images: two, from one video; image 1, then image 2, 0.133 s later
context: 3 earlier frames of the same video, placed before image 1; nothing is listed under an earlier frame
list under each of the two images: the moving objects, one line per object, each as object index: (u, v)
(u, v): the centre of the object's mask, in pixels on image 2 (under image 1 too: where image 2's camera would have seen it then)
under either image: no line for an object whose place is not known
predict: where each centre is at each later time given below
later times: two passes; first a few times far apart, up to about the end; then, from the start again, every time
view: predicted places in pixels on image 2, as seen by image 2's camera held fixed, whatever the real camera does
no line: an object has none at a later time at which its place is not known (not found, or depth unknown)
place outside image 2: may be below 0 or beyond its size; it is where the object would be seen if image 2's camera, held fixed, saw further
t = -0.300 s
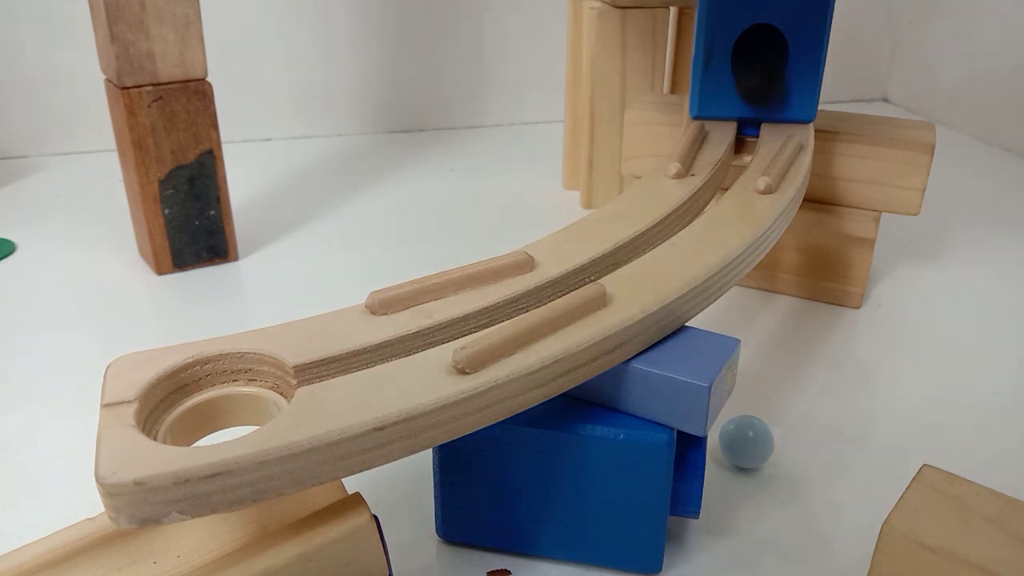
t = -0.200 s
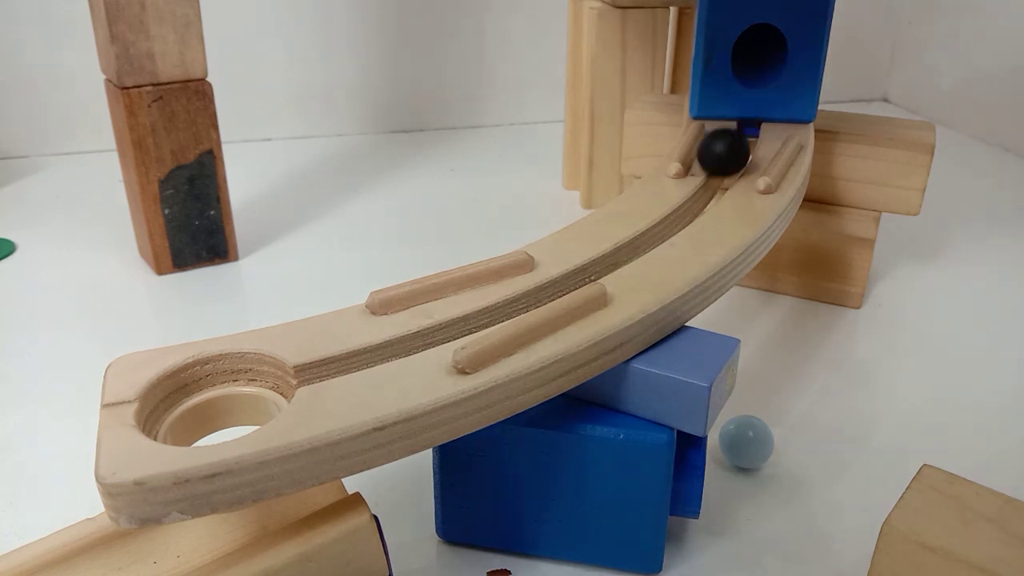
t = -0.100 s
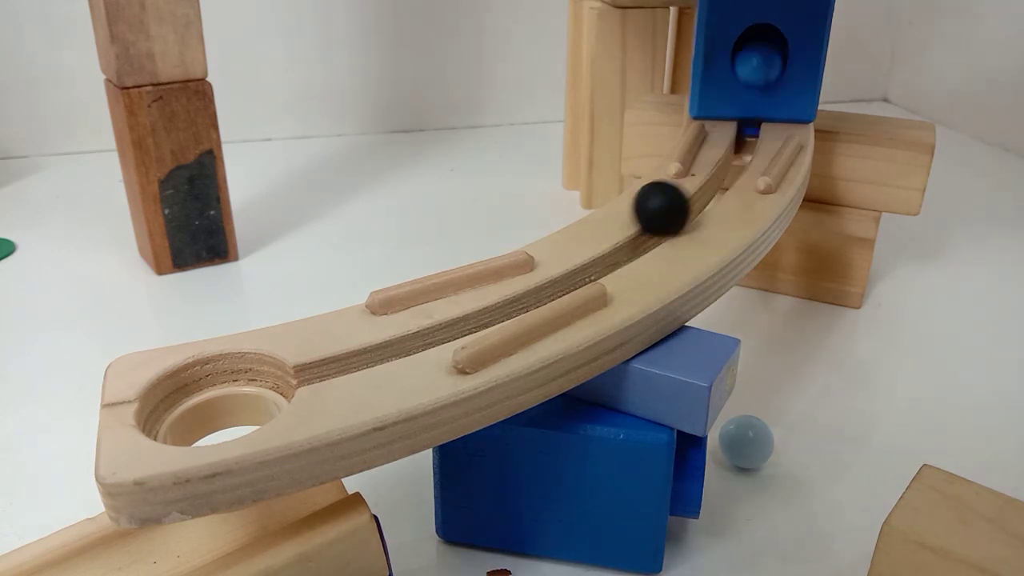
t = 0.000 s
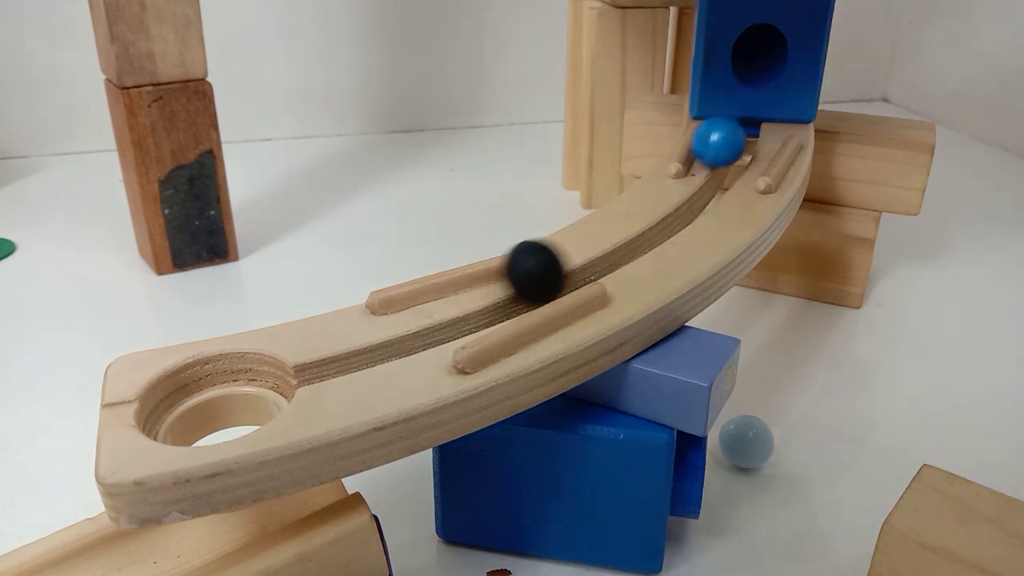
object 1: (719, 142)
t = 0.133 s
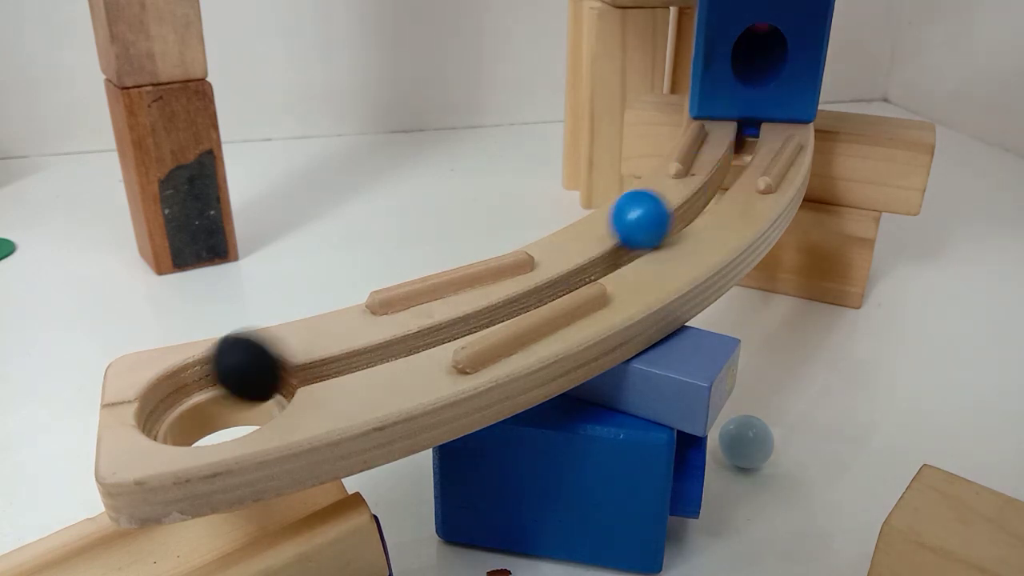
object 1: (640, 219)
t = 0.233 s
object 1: (507, 282)
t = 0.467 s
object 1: (229, 421)
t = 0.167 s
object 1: (603, 238)
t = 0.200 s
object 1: (559, 260)
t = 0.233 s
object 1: (507, 282)
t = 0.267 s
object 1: (446, 304)
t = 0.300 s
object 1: (377, 325)
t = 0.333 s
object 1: (300, 344)
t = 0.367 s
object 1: (217, 384)
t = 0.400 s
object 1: (198, 394)
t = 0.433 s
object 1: (223, 392)
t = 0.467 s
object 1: (229, 421)
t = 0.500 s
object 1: (241, 522)
